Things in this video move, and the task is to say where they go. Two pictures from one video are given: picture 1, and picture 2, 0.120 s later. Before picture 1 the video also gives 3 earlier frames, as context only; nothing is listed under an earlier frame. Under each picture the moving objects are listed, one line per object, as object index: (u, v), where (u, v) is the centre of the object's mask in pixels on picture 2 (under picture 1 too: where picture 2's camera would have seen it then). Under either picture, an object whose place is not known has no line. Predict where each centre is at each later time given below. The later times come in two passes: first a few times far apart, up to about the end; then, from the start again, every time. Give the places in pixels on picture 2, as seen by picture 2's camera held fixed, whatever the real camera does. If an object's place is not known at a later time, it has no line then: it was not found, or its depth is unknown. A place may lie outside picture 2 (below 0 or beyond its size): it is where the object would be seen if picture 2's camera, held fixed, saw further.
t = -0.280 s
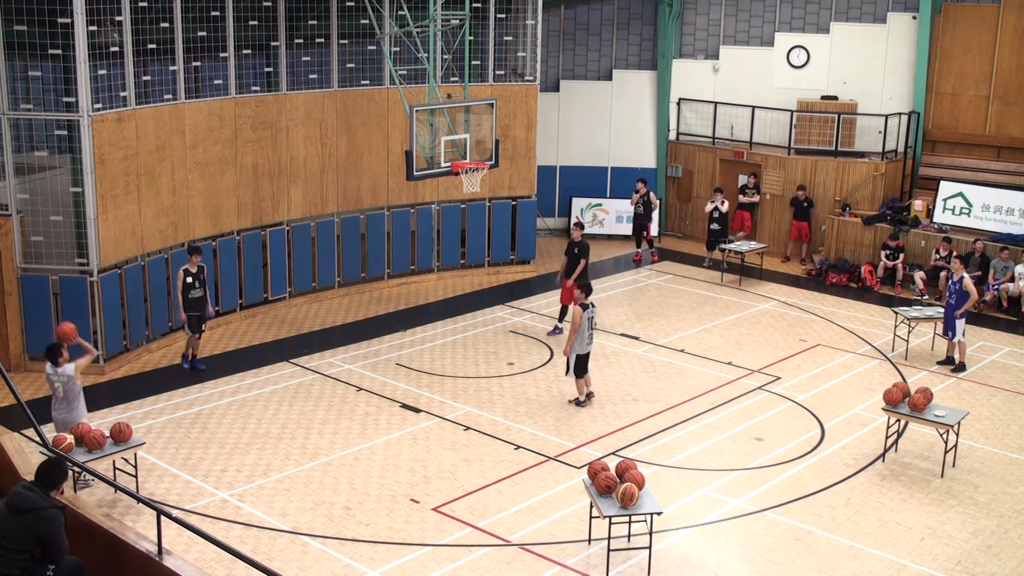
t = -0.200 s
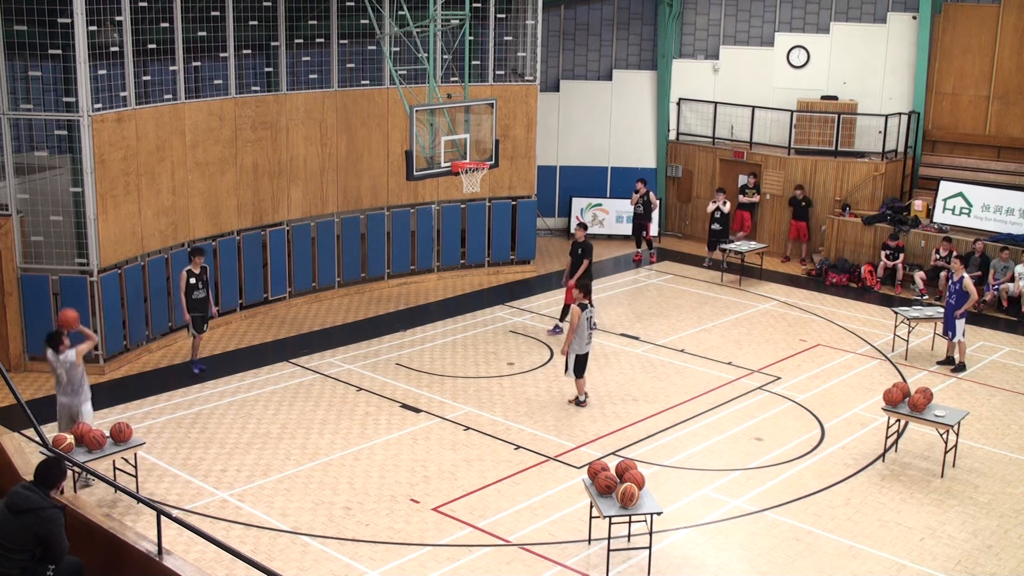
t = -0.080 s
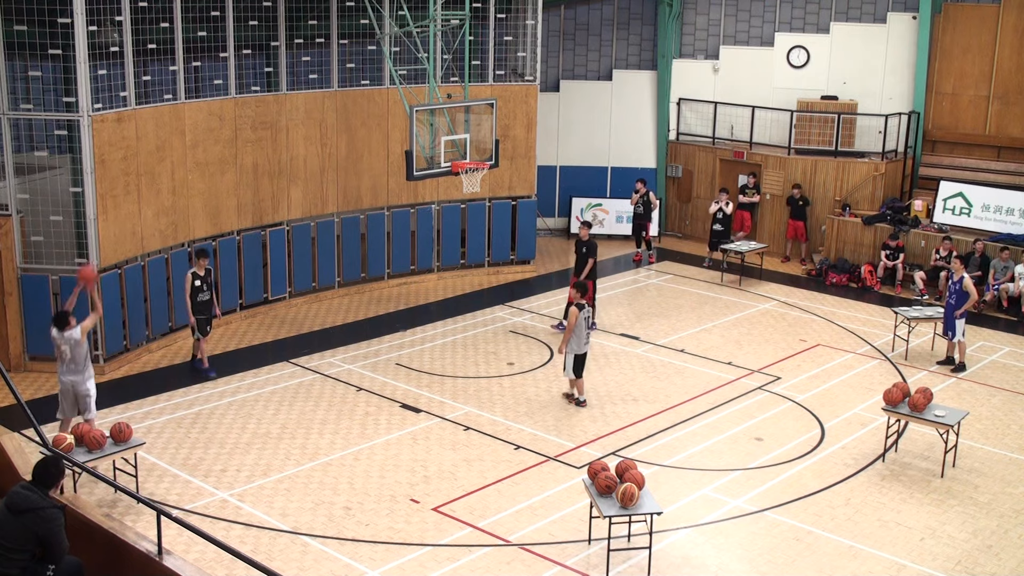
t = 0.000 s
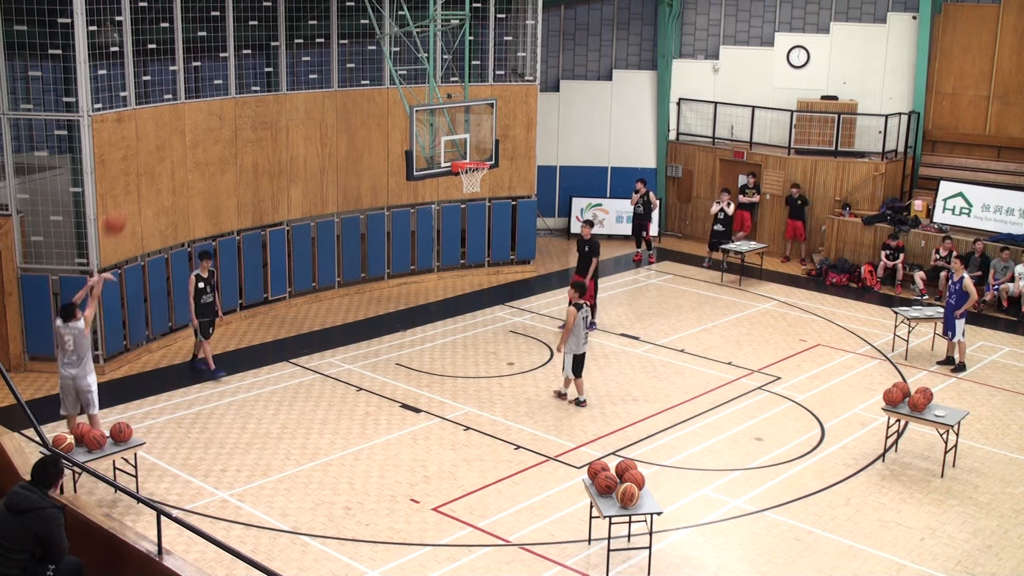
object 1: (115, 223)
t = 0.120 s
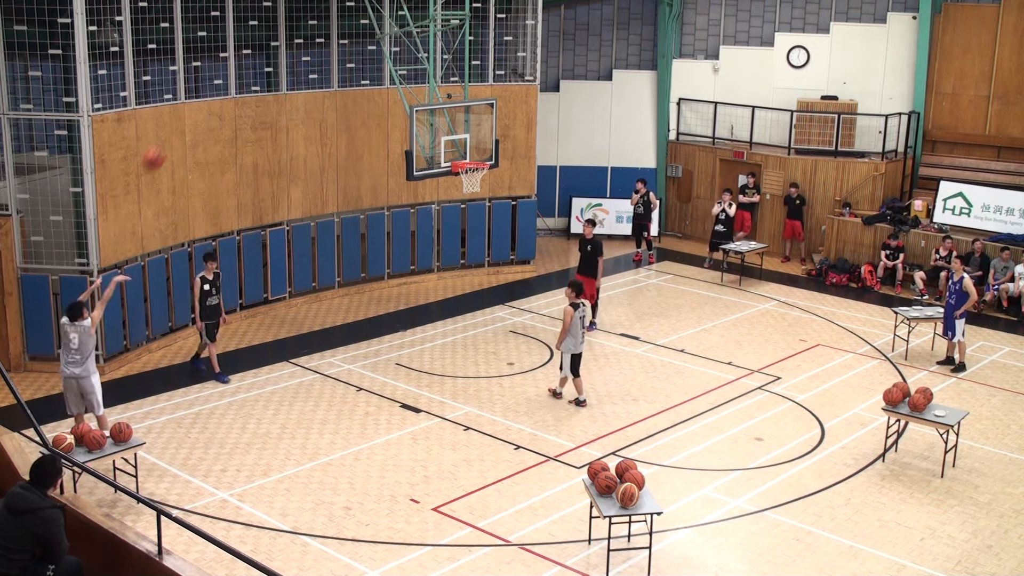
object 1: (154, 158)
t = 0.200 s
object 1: (179, 124)
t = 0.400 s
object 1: (238, 62)
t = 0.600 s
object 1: (293, 38)
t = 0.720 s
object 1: (322, 39)
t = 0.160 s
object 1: (166, 141)
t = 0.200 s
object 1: (179, 124)
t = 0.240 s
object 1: (192, 109)
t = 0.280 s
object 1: (204, 94)
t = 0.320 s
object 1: (215, 83)
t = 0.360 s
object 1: (227, 71)
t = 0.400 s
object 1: (238, 62)
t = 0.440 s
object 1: (250, 55)
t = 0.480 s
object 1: (261, 48)
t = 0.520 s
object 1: (271, 43)
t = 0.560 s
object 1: (283, 41)
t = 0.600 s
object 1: (293, 38)
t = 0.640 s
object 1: (303, 37)
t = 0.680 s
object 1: (313, 37)
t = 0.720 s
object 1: (322, 39)
